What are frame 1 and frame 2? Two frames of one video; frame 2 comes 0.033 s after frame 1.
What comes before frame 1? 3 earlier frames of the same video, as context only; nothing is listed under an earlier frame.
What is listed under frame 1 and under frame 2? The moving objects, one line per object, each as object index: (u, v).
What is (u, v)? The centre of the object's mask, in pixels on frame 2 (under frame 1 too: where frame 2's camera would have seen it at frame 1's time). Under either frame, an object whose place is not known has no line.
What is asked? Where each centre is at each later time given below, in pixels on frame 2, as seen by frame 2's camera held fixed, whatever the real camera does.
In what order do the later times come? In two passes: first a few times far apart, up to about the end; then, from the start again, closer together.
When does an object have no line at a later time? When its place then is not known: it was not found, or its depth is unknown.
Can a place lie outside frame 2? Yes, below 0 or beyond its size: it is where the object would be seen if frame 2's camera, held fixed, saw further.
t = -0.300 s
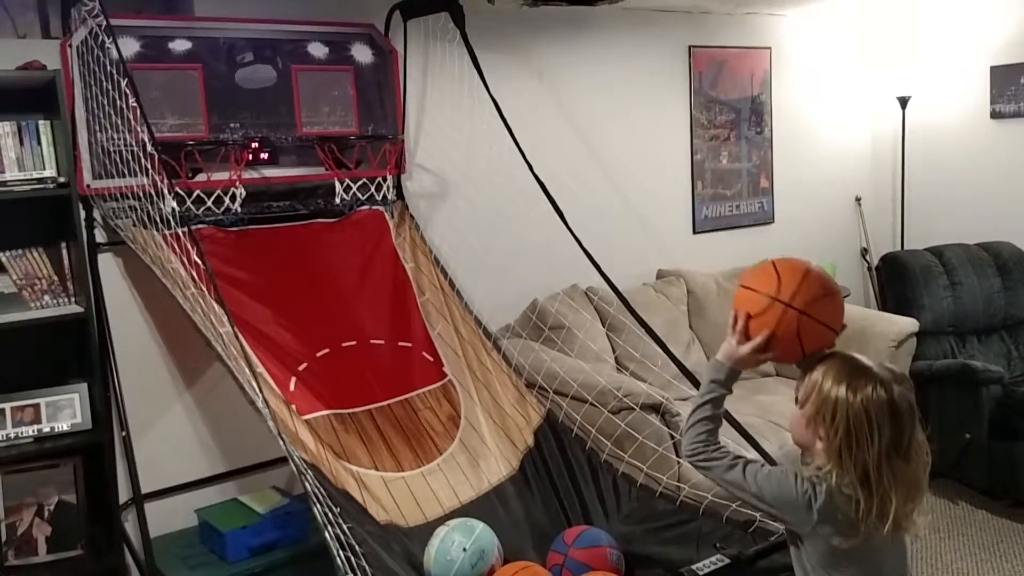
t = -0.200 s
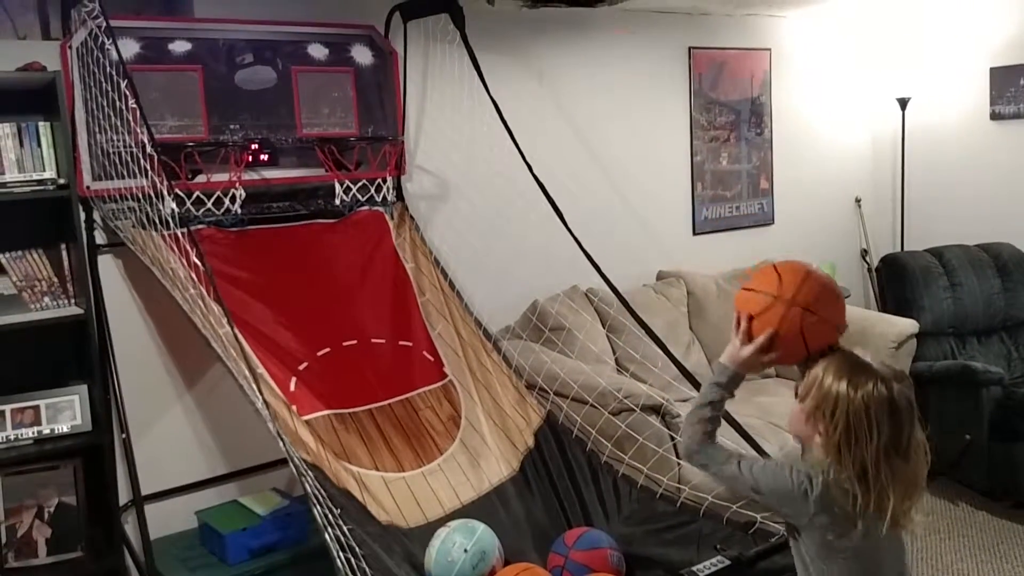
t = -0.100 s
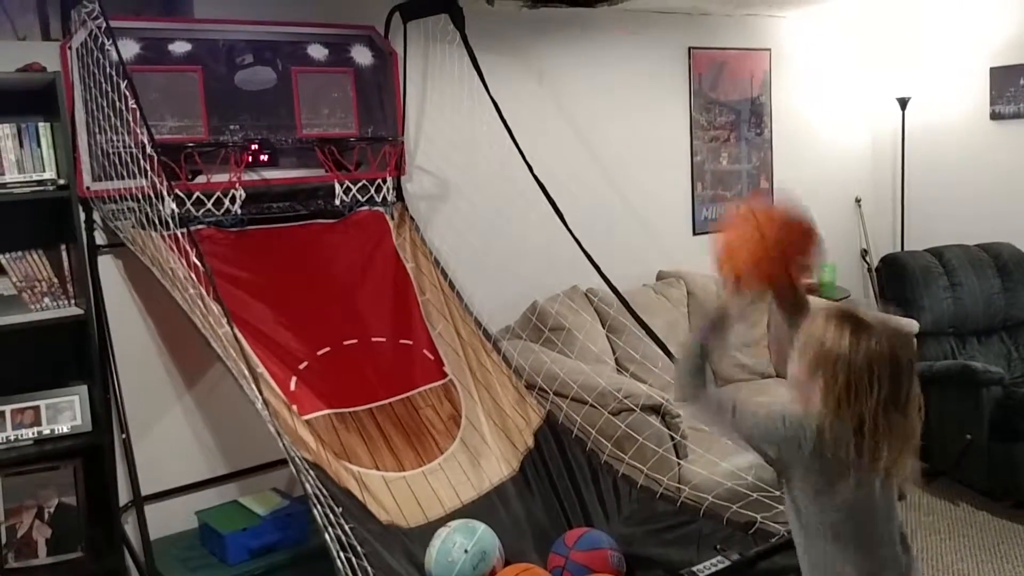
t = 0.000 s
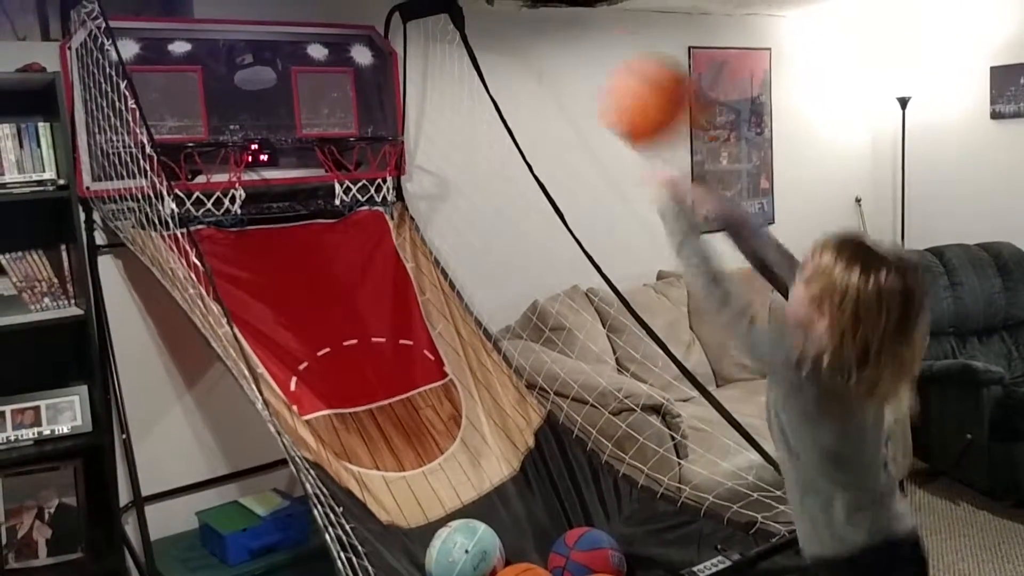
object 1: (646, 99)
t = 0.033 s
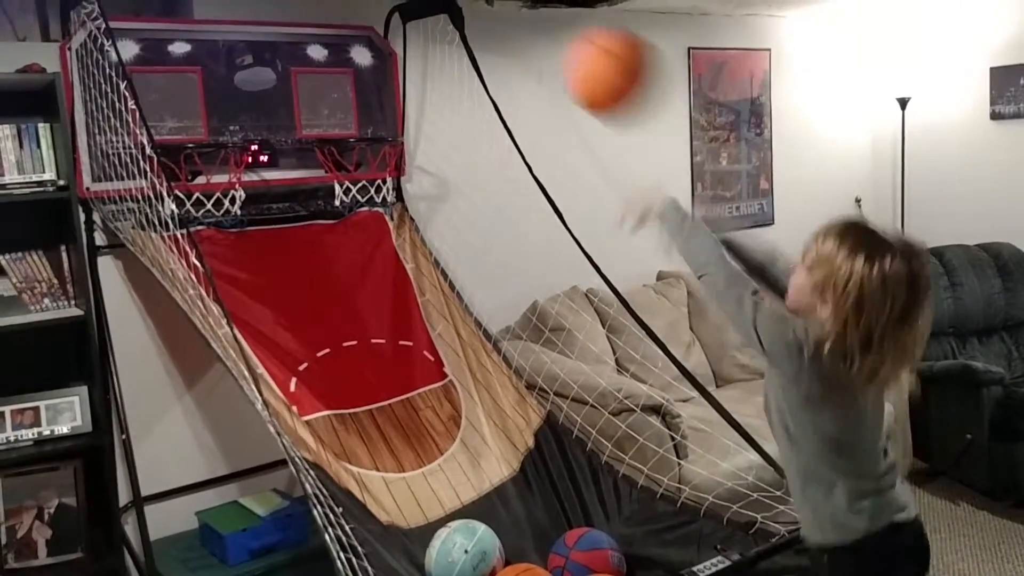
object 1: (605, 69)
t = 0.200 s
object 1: (448, 20)
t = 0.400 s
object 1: (338, 81)
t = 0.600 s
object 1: (371, 148)
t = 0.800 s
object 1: (348, 154)
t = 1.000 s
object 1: (337, 167)
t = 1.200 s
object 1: (331, 201)
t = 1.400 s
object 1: (334, 267)
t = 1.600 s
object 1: (370, 343)
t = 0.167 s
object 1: (475, 21)
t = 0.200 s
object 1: (448, 20)
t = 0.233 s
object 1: (426, 21)
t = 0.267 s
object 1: (403, 24)
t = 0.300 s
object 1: (386, 28)
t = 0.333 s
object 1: (367, 45)
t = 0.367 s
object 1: (354, 60)
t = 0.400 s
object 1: (338, 81)
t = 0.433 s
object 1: (326, 103)
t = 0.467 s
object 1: (328, 114)
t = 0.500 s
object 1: (342, 128)
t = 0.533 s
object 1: (359, 141)
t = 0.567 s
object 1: (369, 147)
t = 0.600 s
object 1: (371, 148)
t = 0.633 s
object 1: (371, 149)
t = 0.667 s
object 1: (368, 149)
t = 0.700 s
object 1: (363, 149)
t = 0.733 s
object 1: (357, 151)
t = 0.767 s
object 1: (353, 152)
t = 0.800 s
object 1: (348, 154)
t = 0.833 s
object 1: (345, 155)
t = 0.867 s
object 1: (344, 157)
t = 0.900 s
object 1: (343, 159)
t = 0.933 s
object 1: (342, 163)
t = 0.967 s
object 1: (340, 164)
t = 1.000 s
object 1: (337, 167)
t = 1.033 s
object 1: (337, 180)
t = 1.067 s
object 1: (335, 183)
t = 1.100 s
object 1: (334, 186)
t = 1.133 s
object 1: (333, 190)
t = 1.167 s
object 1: (333, 194)
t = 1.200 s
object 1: (331, 201)
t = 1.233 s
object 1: (331, 213)
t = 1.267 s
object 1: (330, 226)
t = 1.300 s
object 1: (330, 237)
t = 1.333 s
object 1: (331, 249)
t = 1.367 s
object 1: (332, 259)
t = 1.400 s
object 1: (334, 267)
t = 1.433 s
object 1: (338, 280)
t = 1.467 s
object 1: (343, 291)
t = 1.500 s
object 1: (348, 304)
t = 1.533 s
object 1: (355, 316)
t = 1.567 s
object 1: (362, 329)
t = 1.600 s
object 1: (370, 343)
